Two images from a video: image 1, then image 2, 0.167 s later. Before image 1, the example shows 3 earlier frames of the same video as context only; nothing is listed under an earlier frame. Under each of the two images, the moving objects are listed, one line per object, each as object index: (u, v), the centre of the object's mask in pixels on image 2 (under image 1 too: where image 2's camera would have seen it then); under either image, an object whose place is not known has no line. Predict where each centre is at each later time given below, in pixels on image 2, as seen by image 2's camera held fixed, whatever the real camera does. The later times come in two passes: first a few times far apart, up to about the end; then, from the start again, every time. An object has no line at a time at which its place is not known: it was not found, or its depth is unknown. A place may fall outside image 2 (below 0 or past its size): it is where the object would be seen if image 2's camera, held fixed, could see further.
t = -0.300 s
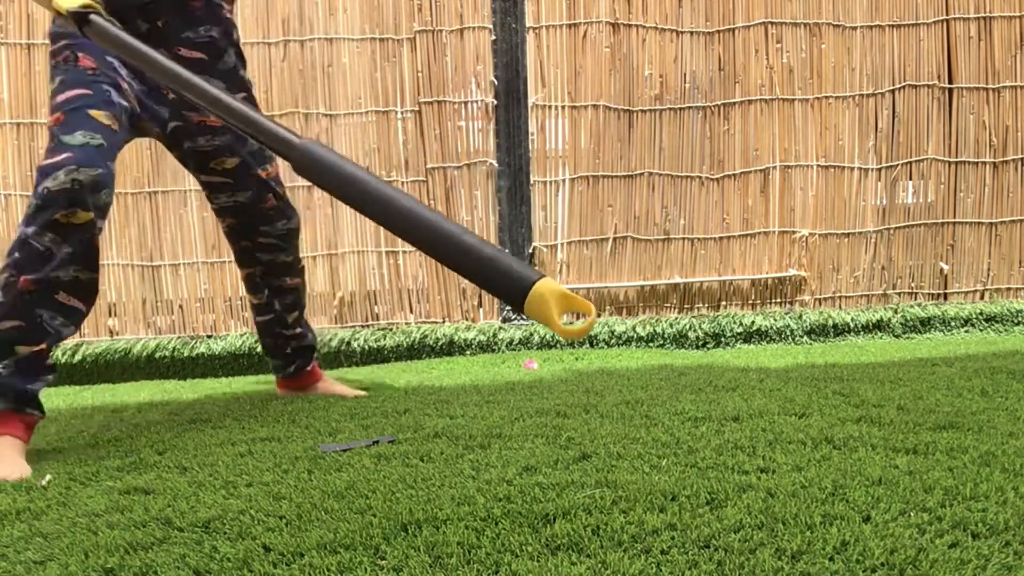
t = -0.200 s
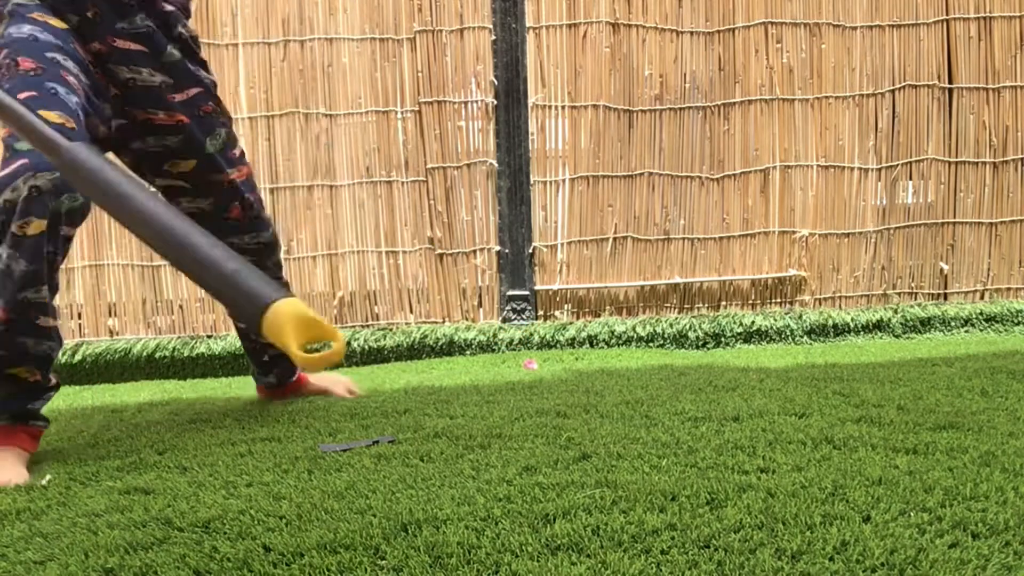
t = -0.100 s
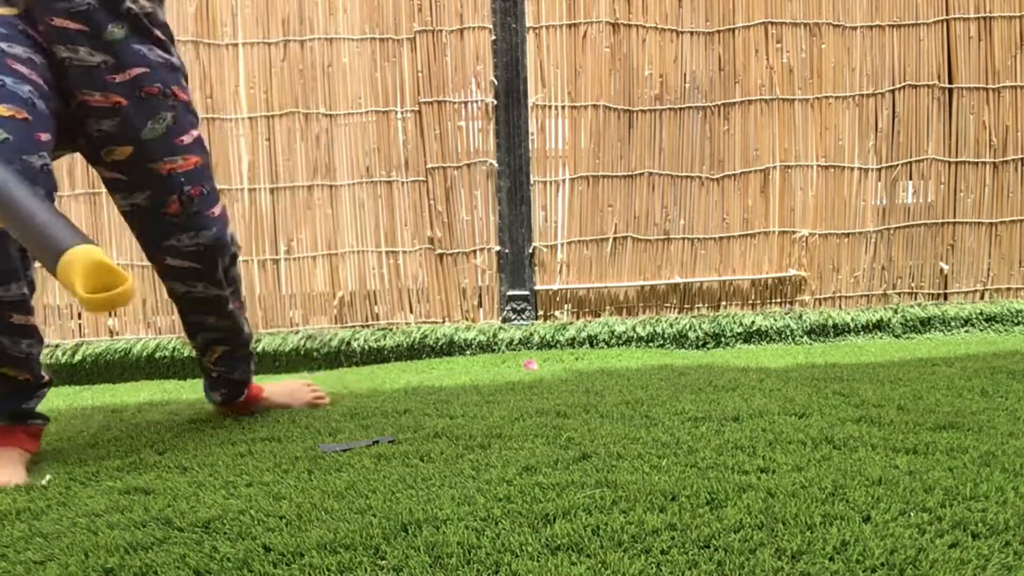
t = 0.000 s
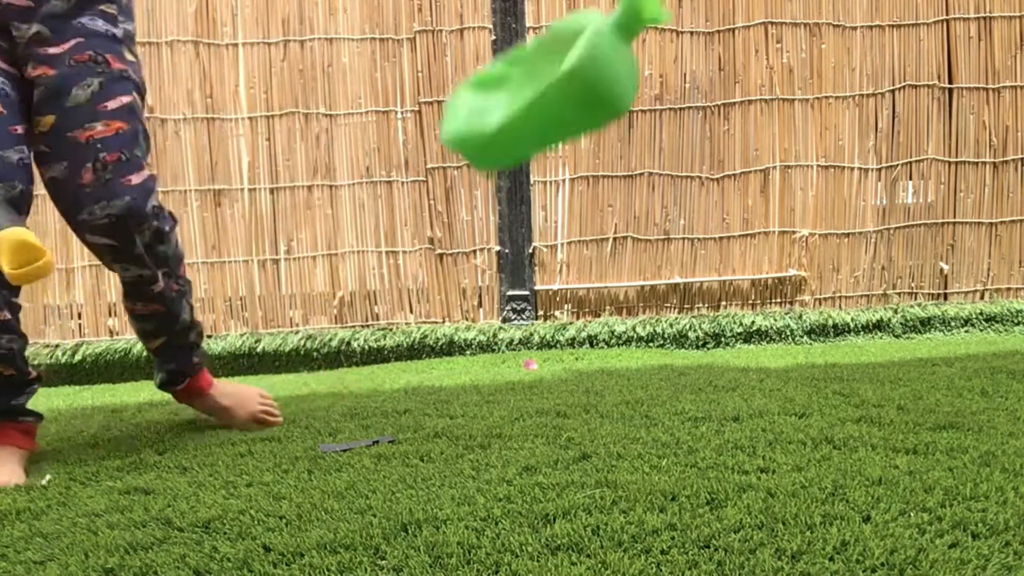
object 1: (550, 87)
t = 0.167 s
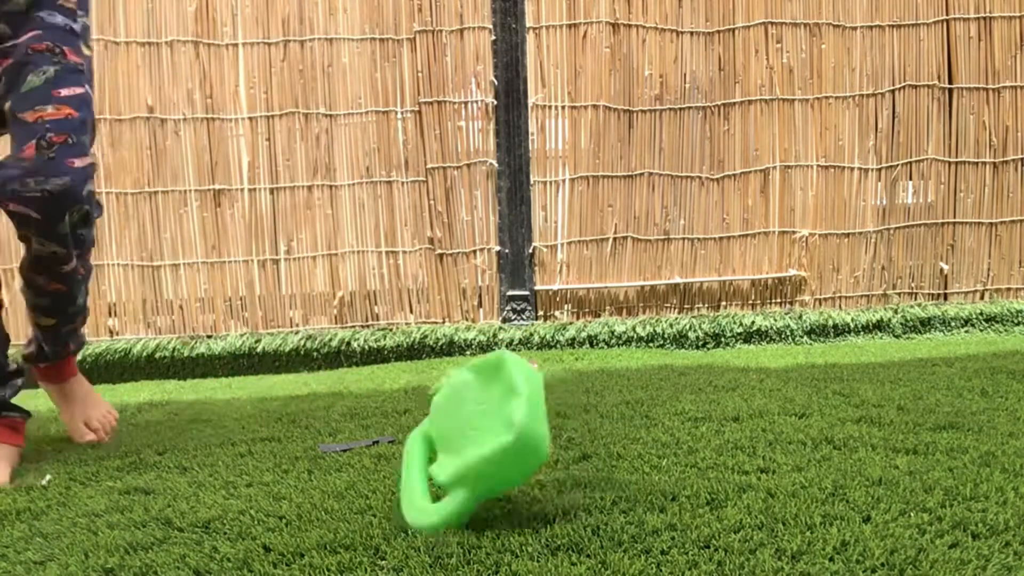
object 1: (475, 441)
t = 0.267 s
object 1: (399, 469)
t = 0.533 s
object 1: (283, 536)
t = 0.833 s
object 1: (285, 539)
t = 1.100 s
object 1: (285, 539)
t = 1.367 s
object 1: (285, 539)
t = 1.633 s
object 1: (285, 539)
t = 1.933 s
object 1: (285, 539)
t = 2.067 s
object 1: (285, 539)
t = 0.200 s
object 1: (445, 437)
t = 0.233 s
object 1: (417, 447)
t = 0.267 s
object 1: (399, 469)
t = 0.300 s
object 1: (369, 499)
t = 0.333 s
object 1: (358, 510)
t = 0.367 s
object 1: (336, 510)
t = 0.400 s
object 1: (308, 500)
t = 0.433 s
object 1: (297, 500)
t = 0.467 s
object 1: (288, 508)
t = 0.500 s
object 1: (280, 523)
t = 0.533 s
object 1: (283, 536)
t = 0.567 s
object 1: (283, 535)
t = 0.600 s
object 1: (285, 535)
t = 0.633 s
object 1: (285, 539)
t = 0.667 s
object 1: (285, 539)
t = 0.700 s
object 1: (285, 539)
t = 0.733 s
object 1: (285, 539)
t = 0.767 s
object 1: (285, 539)
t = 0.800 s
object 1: (285, 539)
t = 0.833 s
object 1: (285, 539)
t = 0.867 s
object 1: (285, 539)
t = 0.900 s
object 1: (285, 539)
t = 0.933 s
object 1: (285, 539)
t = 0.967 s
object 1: (285, 539)
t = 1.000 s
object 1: (285, 539)
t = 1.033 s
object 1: (285, 539)
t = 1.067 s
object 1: (285, 539)
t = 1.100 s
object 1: (285, 539)
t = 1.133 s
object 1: (285, 539)
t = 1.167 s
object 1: (285, 539)
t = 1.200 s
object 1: (285, 539)
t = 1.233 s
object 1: (285, 539)
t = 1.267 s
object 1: (285, 539)
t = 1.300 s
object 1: (285, 539)
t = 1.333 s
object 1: (285, 539)
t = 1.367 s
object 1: (285, 539)
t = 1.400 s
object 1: (285, 539)
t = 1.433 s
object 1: (285, 539)
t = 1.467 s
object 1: (285, 539)
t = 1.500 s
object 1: (285, 539)
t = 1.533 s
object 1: (285, 539)
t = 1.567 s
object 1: (285, 539)
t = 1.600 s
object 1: (285, 539)
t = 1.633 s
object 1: (285, 539)
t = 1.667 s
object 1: (285, 539)
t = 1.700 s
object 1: (285, 539)
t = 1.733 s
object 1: (285, 539)
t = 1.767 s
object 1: (285, 539)
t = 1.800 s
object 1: (285, 539)
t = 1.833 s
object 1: (285, 539)
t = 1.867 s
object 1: (285, 539)
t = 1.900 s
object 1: (285, 539)
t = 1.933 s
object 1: (285, 539)
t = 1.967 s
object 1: (285, 539)
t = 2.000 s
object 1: (285, 539)
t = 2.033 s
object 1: (285, 539)
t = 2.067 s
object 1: (285, 539)
